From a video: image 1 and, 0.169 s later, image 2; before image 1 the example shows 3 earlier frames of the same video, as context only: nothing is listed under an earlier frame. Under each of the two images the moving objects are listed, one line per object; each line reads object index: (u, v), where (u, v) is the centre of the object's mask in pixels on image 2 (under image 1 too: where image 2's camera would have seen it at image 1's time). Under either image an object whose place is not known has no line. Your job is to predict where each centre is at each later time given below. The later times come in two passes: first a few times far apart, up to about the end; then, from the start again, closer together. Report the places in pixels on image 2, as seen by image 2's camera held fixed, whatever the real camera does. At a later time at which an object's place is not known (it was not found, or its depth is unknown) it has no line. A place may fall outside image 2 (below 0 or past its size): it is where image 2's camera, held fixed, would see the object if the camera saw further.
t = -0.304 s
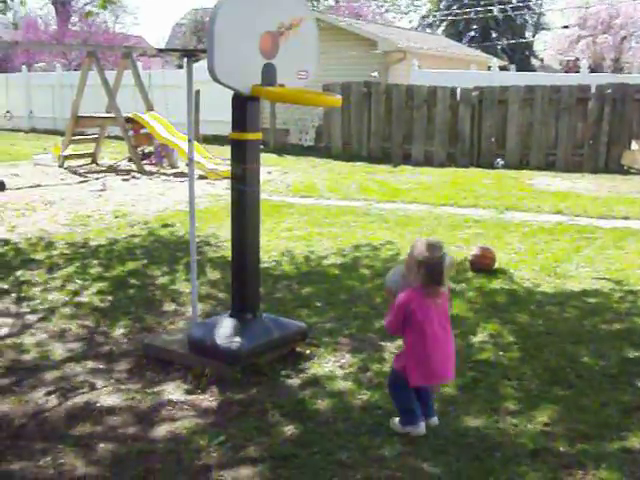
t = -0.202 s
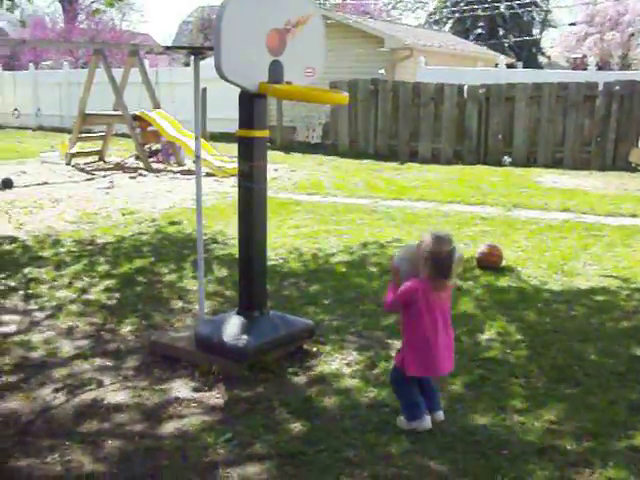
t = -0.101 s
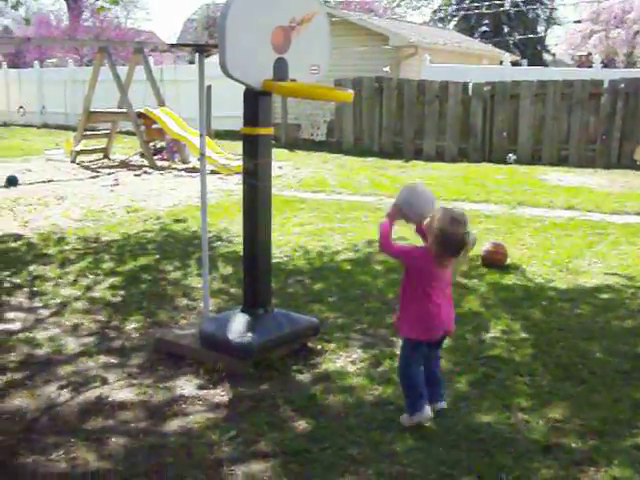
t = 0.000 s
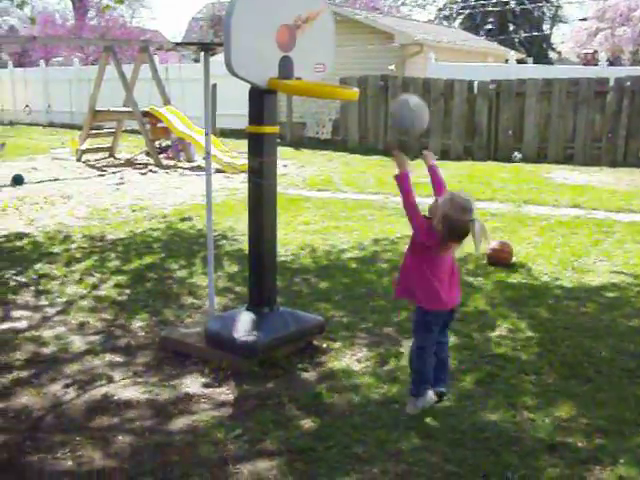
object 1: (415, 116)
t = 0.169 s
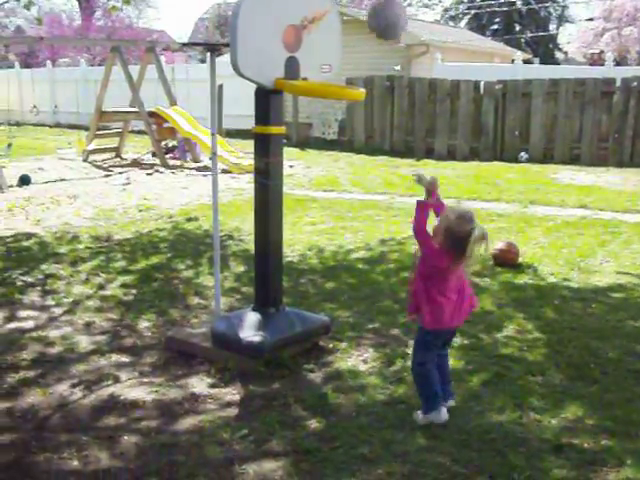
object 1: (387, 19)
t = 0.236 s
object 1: (376, 9)
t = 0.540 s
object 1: (325, 39)
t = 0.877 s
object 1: (332, 148)
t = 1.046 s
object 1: (342, 238)
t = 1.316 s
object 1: (356, 306)
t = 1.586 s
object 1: (367, 312)
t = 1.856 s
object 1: (370, 329)
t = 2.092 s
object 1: (369, 335)
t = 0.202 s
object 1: (381, 13)
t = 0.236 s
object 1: (376, 9)
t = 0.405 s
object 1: (347, 9)
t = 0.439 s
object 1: (342, 12)
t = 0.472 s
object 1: (336, 17)
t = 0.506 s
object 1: (331, 26)
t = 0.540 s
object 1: (325, 39)
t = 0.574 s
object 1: (320, 59)
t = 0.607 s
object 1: (315, 72)
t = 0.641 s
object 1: (314, 78)
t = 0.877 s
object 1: (332, 148)
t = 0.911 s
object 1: (334, 162)
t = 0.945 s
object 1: (336, 178)
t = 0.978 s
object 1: (338, 197)
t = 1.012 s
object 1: (341, 218)
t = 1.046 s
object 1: (342, 238)
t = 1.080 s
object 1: (345, 261)
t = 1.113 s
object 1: (346, 286)
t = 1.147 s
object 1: (348, 313)
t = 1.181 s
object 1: (350, 341)
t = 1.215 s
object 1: (350, 339)
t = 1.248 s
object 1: (353, 326)
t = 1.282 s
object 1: (354, 316)
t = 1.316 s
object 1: (356, 306)
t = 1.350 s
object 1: (359, 300)
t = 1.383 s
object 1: (359, 296)
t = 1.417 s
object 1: (361, 294)
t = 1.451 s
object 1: (362, 294)
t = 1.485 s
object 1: (363, 295)
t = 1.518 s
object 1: (364, 299)
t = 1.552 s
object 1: (366, 305)
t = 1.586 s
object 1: (367, 312)
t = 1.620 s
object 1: (368, 321)
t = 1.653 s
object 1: (369, 332)
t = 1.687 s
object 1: (370, 343)
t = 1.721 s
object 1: (369, 337)
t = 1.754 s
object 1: (370, 332)
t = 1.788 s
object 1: (370, 329)
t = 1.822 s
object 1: (370, 329)
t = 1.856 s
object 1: (370, 329)
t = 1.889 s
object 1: (370, 333)
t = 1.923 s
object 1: (369, 338)
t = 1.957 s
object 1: (369, 336)
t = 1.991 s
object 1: (369, 334)
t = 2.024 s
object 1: (369, 334)
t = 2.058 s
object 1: (369, 336)
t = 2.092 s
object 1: (369, 335)
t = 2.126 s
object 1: (369, 335)
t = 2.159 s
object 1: (369, 335)
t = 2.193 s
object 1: (369, 334)
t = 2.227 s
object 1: (369, 334)
